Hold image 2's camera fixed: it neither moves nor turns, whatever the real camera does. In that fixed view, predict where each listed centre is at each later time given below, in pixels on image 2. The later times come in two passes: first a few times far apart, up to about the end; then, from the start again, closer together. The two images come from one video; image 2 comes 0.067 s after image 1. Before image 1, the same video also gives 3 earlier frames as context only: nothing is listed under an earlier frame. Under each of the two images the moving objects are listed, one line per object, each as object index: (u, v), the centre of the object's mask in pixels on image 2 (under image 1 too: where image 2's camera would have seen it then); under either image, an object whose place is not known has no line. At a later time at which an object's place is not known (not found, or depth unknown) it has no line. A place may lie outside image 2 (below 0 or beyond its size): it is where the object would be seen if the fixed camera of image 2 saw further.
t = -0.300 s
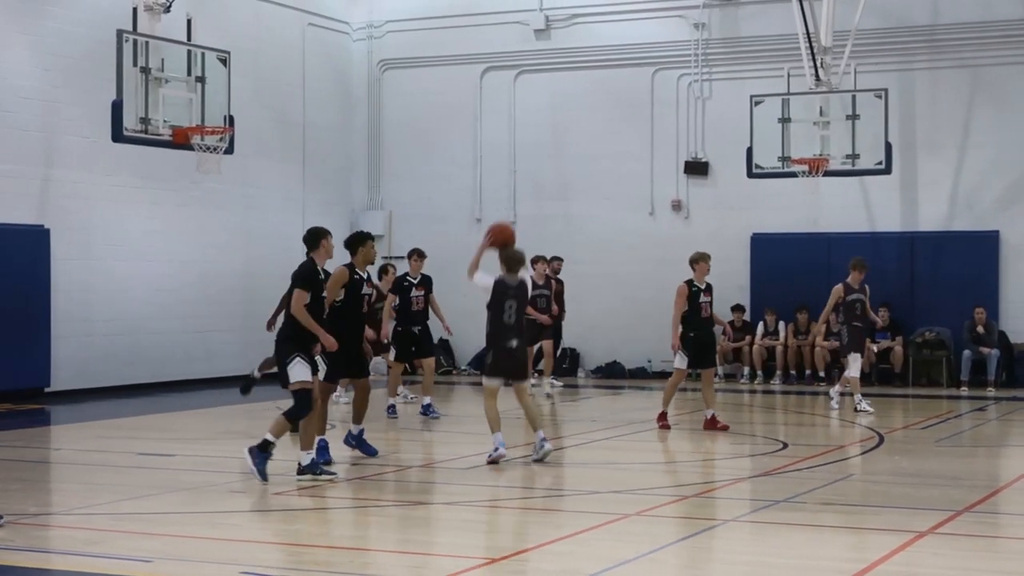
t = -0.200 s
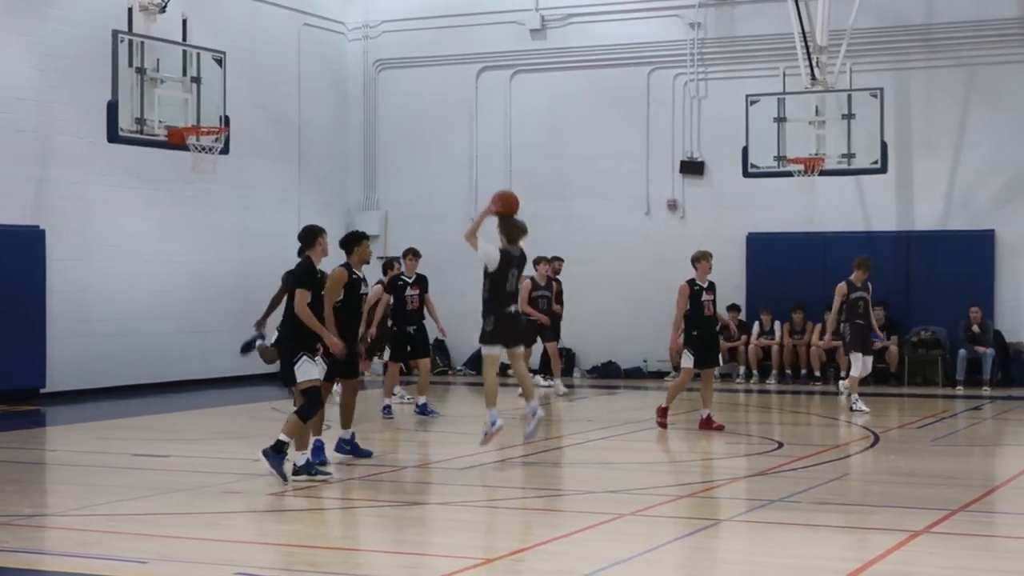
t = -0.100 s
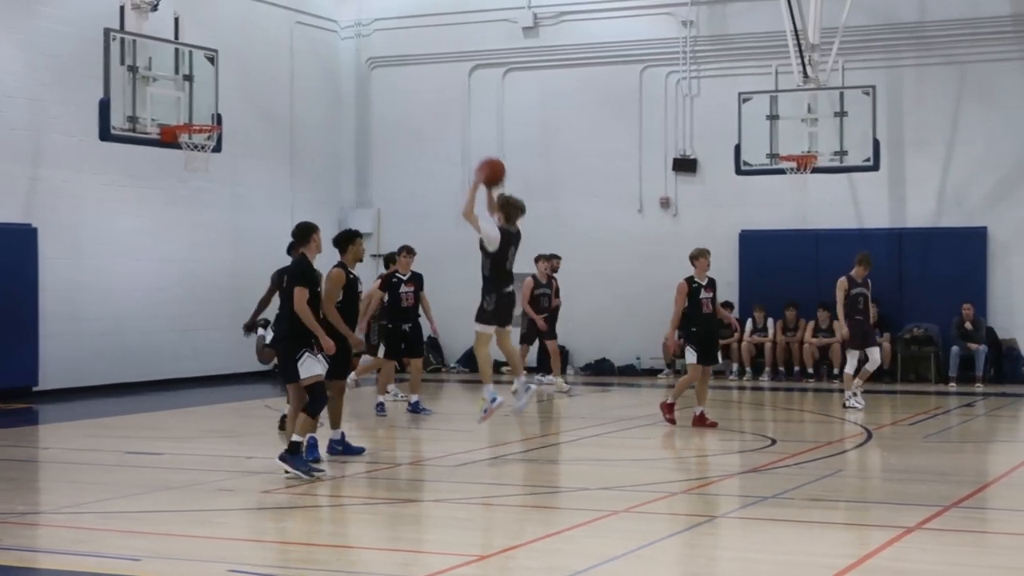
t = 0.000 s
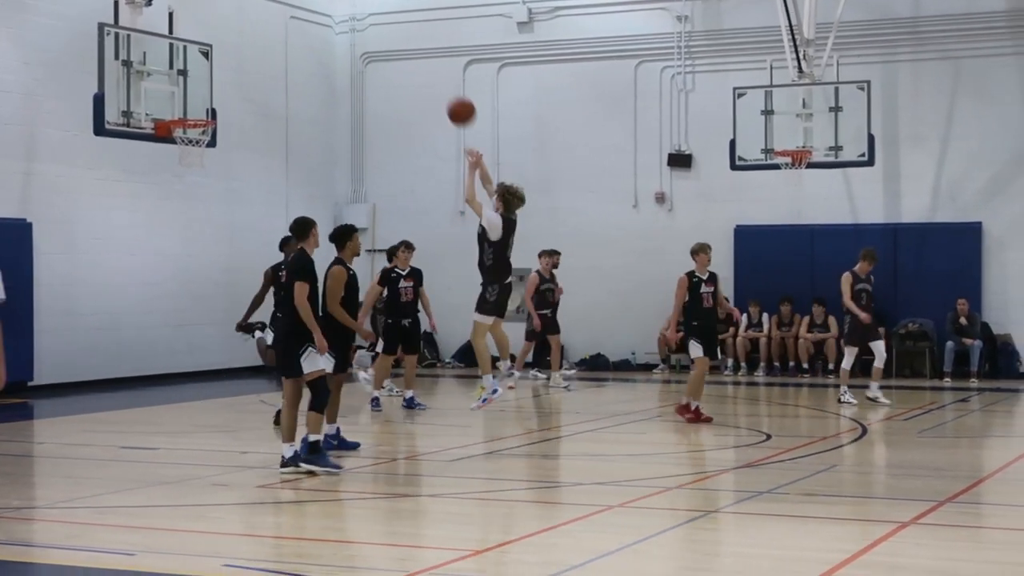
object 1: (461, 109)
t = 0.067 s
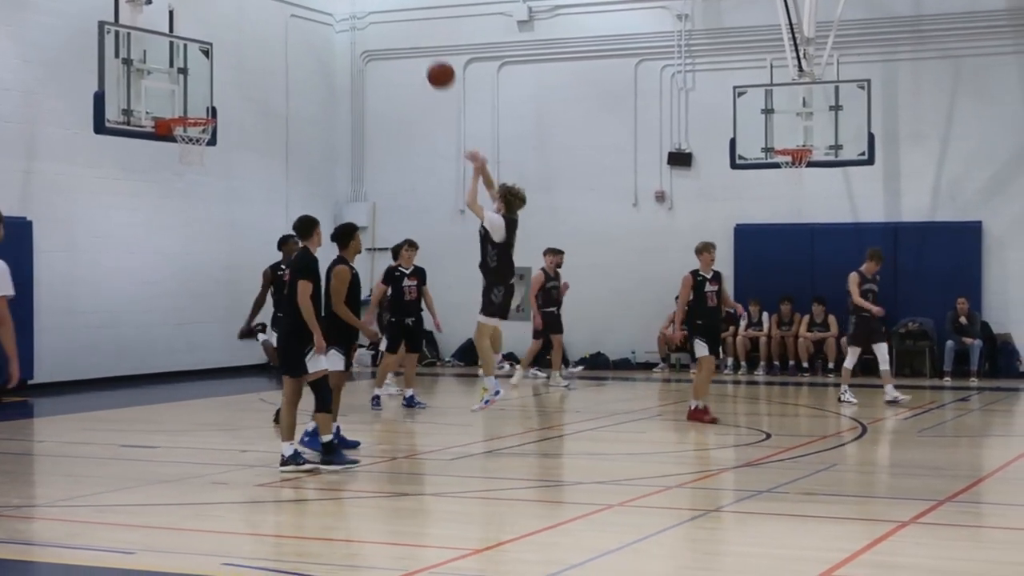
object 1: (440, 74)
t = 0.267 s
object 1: (382, 8)
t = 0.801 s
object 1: (249, 33)
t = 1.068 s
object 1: (192, 106)
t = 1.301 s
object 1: (182, 80)
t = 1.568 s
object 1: (208, 91)
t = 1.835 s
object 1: (237, 148)
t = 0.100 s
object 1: (430, 59)
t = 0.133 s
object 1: (420, 45)
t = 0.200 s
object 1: (401, 22)
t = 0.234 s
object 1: (392, 13)
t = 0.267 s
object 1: (382, 8)
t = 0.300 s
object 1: (373, 5)
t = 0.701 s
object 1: (272, 13)
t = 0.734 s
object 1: (264, 17)
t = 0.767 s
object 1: (256, 23)
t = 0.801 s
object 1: (249, 33)
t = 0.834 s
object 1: (241, 43)
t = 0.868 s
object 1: (234, 55)
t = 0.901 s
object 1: (227, 68)
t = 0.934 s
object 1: (220, 82)
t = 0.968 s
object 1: (213, 96)
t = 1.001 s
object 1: (207, 108)
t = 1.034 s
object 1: (199, 106)
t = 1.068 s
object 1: (192, 106)
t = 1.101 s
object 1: (185, 107)
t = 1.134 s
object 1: (179, 105)
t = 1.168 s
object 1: (175, 100)
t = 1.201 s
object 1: (172, 93)
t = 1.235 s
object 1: (175, 88)
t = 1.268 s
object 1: (179, 84)
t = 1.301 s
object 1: (182, 80)
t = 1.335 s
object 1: (185, 77)
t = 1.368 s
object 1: (188, 77)
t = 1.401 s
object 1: (192, 76)
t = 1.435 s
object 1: (195, 77)
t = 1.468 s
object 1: (198, 79)
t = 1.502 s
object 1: (201, 82)
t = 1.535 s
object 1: (205, 86)
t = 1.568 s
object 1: (208, 91)
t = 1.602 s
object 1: (211, 97)
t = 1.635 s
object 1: (214, 104)
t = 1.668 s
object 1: (218, 111)
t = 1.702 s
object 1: (222, 116)
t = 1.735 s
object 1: (226, 123)
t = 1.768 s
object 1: (230, 130)
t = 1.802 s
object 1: (233, 139)
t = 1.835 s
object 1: (237, 148)
